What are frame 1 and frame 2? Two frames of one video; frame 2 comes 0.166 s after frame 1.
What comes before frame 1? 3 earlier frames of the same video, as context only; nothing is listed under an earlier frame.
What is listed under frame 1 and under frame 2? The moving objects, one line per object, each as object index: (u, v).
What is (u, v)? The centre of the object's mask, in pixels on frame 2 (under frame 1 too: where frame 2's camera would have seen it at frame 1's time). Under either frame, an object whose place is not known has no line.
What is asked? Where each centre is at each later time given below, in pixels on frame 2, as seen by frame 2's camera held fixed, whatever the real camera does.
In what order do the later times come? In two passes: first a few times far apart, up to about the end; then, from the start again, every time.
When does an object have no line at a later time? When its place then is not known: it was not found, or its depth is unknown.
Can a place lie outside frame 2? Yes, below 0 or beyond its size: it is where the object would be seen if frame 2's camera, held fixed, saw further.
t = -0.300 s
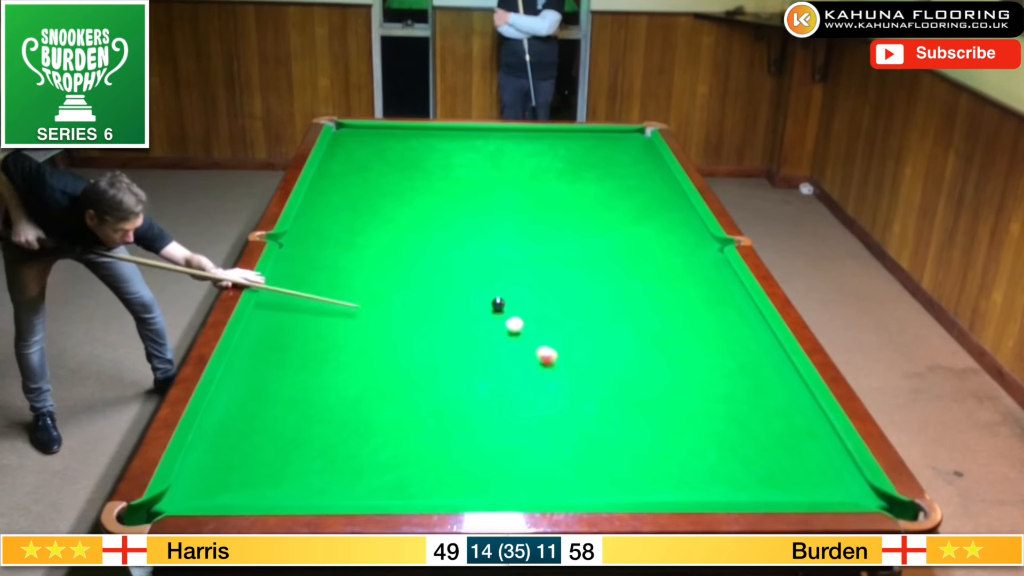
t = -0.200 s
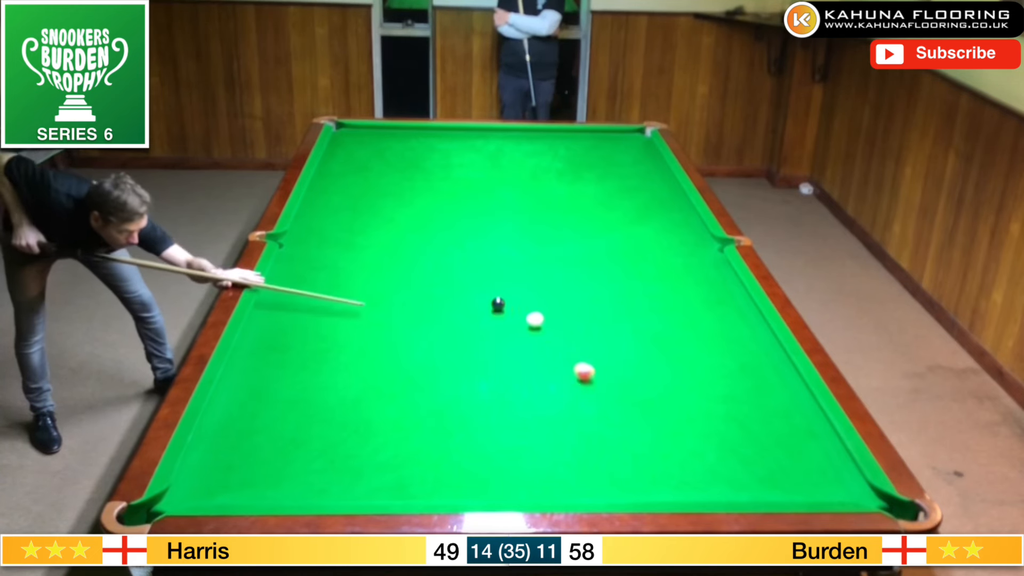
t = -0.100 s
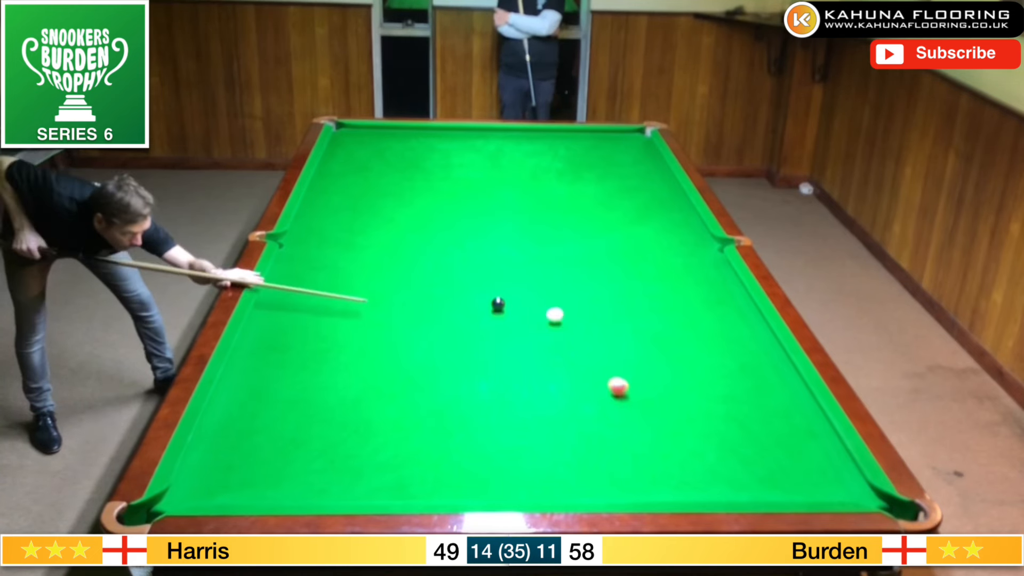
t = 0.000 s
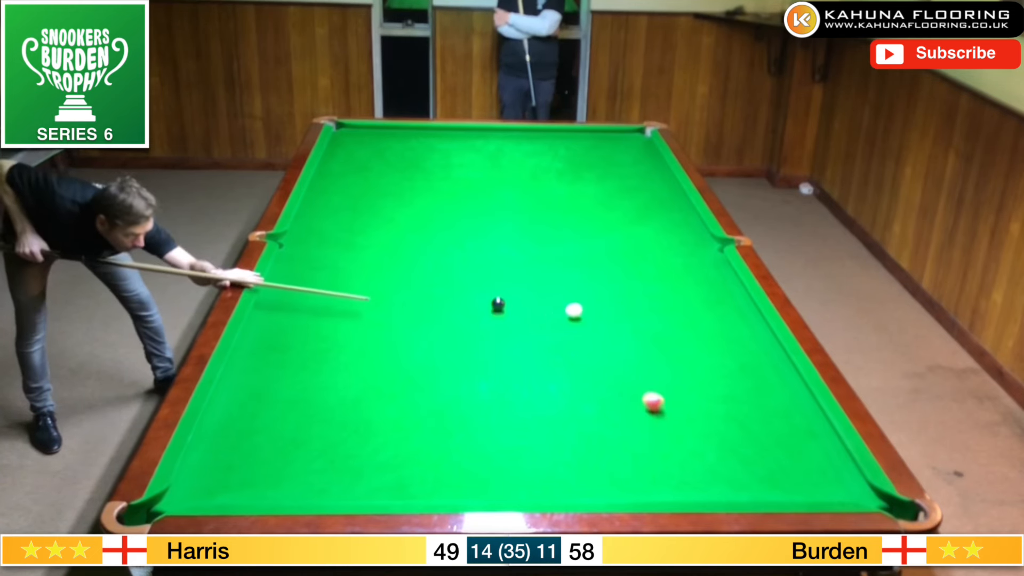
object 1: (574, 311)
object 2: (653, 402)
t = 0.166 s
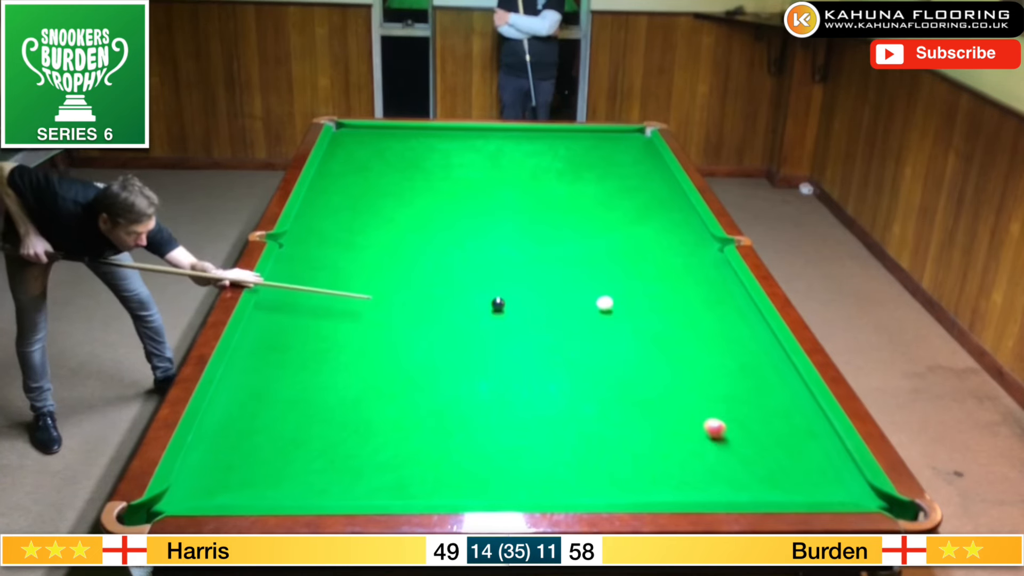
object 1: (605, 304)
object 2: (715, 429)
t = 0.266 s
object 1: (623, 300)
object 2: (754, 446)
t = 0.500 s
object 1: (662, 291)
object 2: (852, 487)
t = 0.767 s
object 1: (703, 281)
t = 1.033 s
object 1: (721, 273)
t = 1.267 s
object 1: (695, 266)
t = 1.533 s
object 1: (668, 258)
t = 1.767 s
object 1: (646, 253)
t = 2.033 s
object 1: (624, 247)
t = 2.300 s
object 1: (605, 242)
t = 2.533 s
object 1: (590, 238)
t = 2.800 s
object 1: (575, 234)
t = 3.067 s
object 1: (561, 230)
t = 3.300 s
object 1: (551, 227)
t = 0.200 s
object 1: (611, 303)
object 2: (728, 434)
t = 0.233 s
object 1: (617, 301)
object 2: (741, 440)
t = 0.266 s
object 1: (623, 300)
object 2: (754, 446)
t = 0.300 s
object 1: (628, 298)
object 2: (767, 452)
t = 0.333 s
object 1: (634, 297)
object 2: (781, 457)
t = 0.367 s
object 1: (640, 296)
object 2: (794, 463)
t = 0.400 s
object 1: (646, 295)
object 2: (809, 469)
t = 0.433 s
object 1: (651, 293)
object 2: (823, 475)
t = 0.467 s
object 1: (656, 292)
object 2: (837, 481)
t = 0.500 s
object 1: (662, 291)
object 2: (852, 487)
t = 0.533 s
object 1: (667, 290)
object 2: (867, 493)
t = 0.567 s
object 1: (673, 288)
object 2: (883, 500)
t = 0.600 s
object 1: (678, 287)
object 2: (896, 509)
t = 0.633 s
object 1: (683, 286)
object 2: (907, 518)
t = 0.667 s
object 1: (688, 285)
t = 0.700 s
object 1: (693, 284)
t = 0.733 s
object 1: (698, 283)
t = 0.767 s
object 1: (703, 281)
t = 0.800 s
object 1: (708, 280)
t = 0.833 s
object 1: (713, 279)
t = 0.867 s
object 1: (718, 278)
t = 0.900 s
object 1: (723, 277)
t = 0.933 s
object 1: (727, 276)
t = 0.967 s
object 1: (730, 275)
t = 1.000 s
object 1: (725, 274)
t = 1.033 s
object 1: (721, 273)
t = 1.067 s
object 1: (717, 272)
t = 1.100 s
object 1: (713, 271)
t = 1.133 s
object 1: (709, 270)
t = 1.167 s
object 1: (705, 268)
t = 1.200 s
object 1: (702, 267)
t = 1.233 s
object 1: (698, 267)
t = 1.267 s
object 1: (695, 266)
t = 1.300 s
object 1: (691, 265)
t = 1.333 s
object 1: (688, 264)
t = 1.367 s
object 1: (684, 263)
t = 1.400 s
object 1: (681, 262)
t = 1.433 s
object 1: (677, 261)
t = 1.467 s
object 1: (674, 260)
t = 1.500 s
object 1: (671, 259)
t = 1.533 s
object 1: (668, 258)
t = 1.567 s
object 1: (664, 258)
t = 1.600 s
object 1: (661, 257)
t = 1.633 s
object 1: (658, 256)
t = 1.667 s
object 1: (655, 255)
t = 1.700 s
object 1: (652, 255)
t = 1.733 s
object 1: (649, 254)
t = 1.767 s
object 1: (646, 253)
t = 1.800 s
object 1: (643, 252)
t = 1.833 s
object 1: (640, 251)
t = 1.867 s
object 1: (637, 250)
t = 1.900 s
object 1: (635, 250)
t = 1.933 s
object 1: (632, 249)
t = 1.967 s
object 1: (629, 248)
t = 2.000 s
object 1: (627, 248)
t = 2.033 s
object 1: (624, 247)
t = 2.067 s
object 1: (622, 246)
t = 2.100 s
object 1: (619, 246)
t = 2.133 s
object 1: (616, 245)
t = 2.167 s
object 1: (614, 244)
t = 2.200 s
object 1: (612, 244)
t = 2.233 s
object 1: (609, 243)
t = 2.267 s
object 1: (607, 242)
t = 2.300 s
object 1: (605, 242)
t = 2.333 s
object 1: (603, 241)
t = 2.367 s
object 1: (600, 240)
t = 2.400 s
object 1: (598, 240)
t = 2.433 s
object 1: (596, 239)
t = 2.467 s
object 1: (594, 239)
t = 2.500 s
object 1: (592, 238)
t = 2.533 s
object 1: (590, 238)
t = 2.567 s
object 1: (588, 237)
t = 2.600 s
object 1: (586, 236)
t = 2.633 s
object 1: (584, 236)
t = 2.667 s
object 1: (582, 235)
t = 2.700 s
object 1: (580, 235)
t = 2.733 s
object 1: (578, 234)
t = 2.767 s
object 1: (577, 234)
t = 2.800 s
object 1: (575, 234)
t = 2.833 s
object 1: (573, 233)
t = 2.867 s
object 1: (571, 233)
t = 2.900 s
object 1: (570, 232)
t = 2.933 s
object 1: (568, 232)
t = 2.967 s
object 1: (566, 231)
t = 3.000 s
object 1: (564, 231)
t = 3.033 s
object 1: (563, 230)
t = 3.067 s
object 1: (561, 230)
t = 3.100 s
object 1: (560, 230)
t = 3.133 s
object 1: (558, 229)
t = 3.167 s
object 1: (557, 229)
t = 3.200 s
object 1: (555, 228)
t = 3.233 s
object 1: (554, 228)
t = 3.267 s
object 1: (553, 228)
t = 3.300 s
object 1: (551, 227)
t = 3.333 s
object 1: (550, 227)
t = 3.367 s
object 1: (548, 226)
